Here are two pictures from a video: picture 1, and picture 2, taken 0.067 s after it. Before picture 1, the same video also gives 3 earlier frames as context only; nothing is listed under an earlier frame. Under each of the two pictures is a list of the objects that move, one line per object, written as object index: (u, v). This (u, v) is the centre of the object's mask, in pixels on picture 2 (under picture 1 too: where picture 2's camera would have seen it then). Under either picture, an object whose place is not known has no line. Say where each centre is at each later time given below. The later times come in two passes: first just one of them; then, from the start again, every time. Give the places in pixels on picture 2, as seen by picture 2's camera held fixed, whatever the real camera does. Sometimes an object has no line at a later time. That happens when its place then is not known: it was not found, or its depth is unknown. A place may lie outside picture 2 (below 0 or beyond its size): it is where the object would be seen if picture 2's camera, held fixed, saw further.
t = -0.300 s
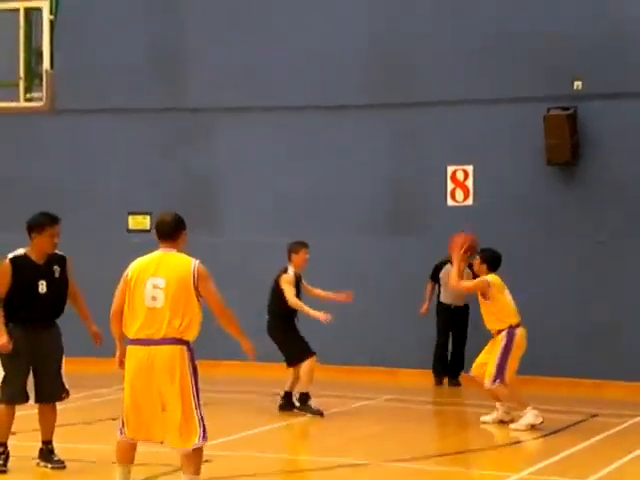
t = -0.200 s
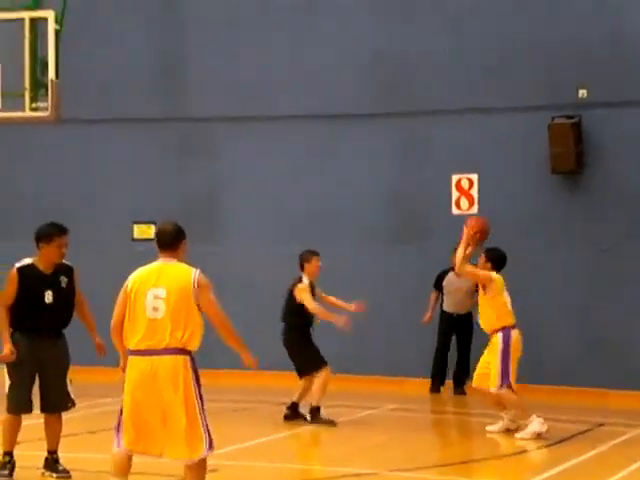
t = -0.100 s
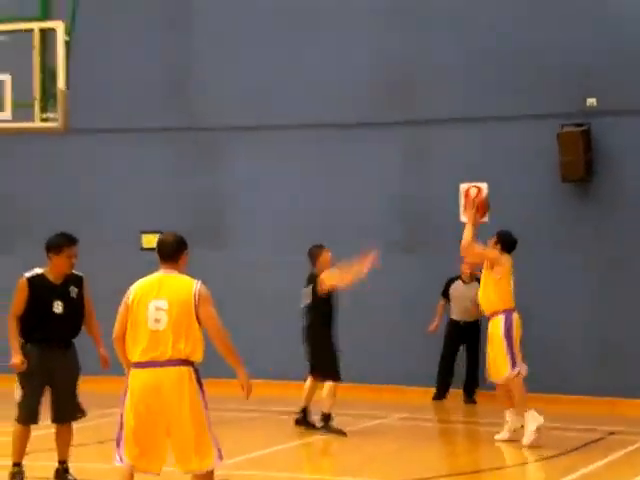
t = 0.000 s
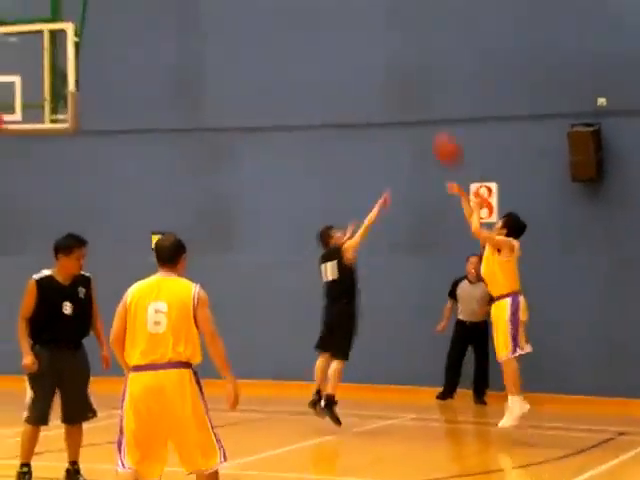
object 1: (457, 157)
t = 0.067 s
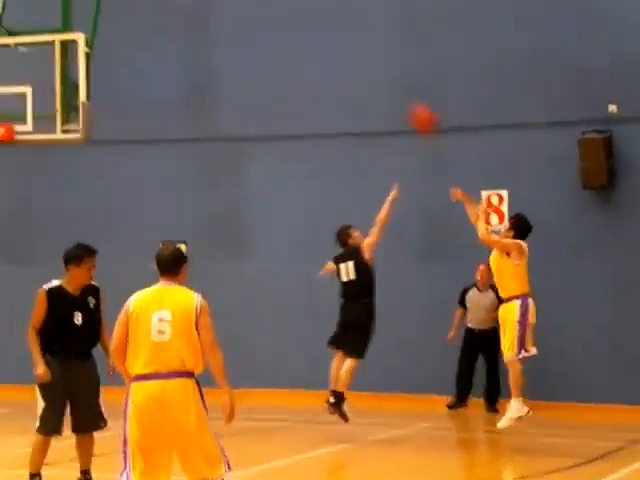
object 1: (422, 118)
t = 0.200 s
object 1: (356, 59)
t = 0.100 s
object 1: (406, 102)
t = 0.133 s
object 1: (387, 87)
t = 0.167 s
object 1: (371, 72)
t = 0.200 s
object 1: (356, 59)
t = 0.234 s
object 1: (341, 48)
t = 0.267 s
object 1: (324, 36)
